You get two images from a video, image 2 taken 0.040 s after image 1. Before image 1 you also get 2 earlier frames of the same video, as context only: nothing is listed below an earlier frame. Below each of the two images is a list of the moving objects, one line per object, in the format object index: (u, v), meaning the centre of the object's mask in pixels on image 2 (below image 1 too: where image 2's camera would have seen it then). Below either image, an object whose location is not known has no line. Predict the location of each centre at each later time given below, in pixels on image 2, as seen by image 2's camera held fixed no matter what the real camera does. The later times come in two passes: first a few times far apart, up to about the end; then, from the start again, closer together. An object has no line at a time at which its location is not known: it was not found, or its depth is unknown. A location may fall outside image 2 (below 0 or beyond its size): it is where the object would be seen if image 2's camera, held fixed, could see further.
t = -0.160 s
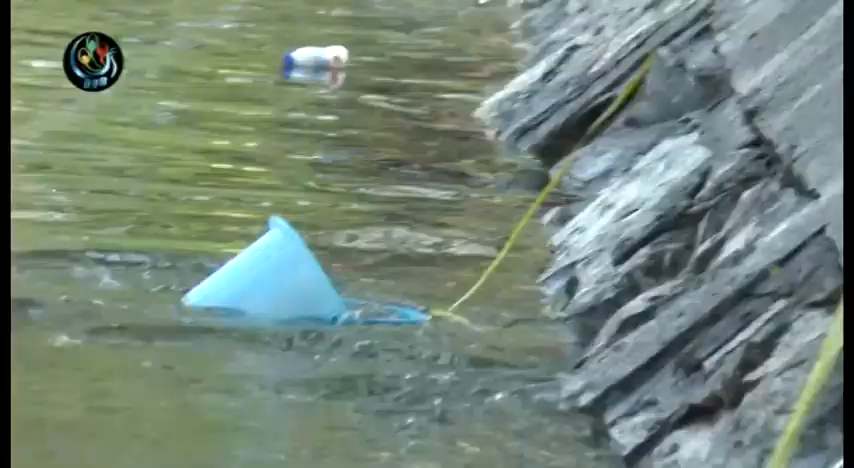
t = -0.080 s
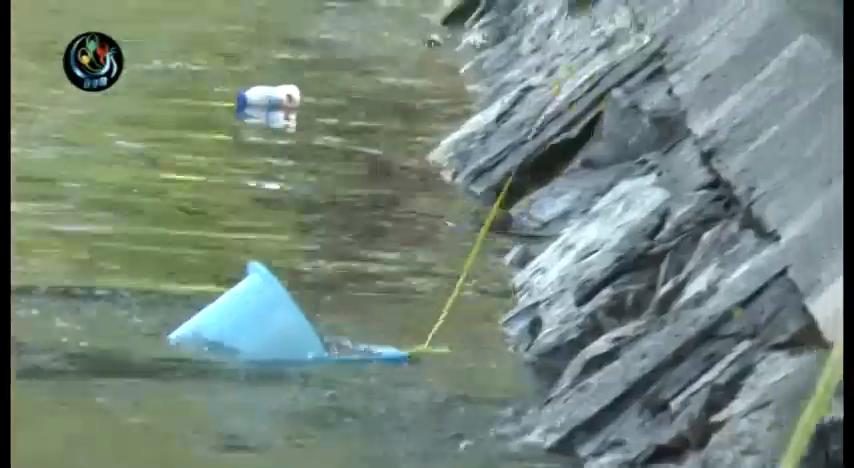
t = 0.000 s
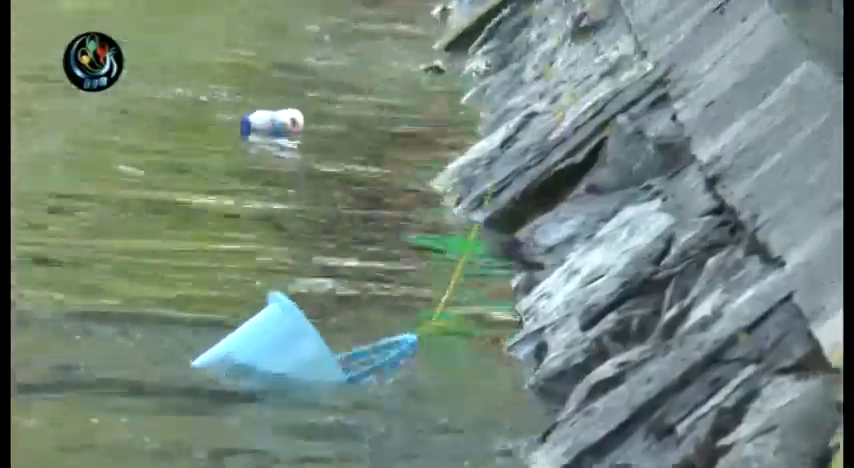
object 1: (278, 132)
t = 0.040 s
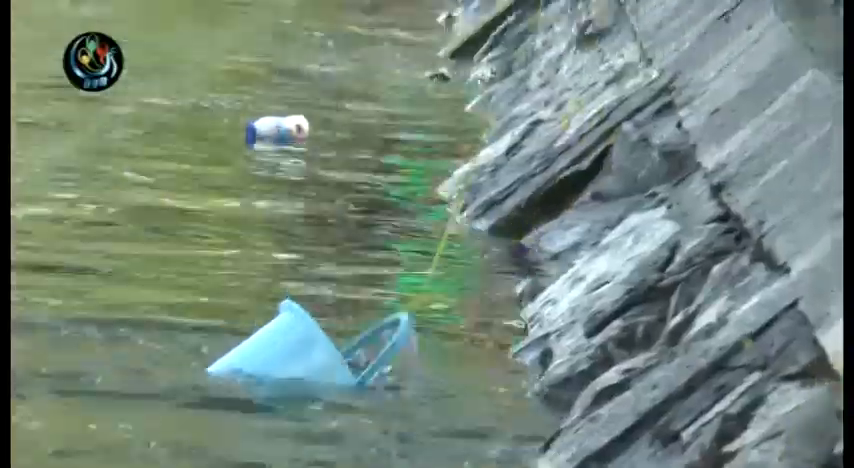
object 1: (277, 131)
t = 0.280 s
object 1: (276, 135)
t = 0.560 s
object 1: (277, 133)
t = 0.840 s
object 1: (275, 134)
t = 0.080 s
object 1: (276, 132)
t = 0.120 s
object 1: (274, 136)
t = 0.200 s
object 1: (276, 138)
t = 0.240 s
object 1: (275, 136)
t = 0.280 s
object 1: (276, 135)
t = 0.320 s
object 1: (276, 134)
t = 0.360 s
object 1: (276, 132)
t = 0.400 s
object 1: (276, 132)
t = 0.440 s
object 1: (275, 130)
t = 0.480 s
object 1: (274, 131)
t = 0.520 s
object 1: (275, 133)
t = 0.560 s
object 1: (277, 133)
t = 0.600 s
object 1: (278, 133)
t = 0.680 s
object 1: (279, 132)
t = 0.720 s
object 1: (278, 131)
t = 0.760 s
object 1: (278, 131)
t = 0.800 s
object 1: (277, 131)
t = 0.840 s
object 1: (275, 134)
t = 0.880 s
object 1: (276, 131)
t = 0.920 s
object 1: (276, 132)
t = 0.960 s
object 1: (275, 132)
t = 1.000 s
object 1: (274, 133)
